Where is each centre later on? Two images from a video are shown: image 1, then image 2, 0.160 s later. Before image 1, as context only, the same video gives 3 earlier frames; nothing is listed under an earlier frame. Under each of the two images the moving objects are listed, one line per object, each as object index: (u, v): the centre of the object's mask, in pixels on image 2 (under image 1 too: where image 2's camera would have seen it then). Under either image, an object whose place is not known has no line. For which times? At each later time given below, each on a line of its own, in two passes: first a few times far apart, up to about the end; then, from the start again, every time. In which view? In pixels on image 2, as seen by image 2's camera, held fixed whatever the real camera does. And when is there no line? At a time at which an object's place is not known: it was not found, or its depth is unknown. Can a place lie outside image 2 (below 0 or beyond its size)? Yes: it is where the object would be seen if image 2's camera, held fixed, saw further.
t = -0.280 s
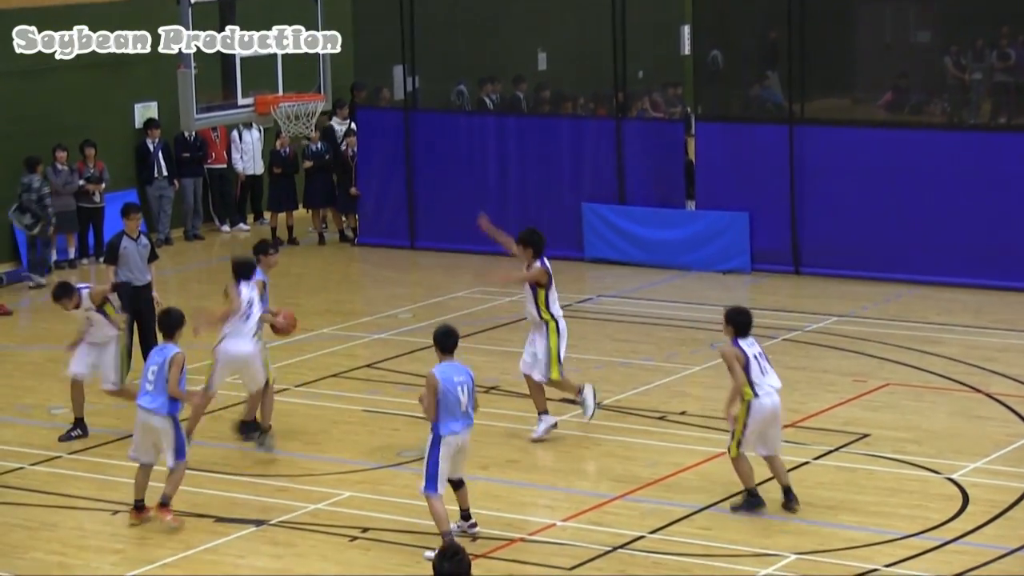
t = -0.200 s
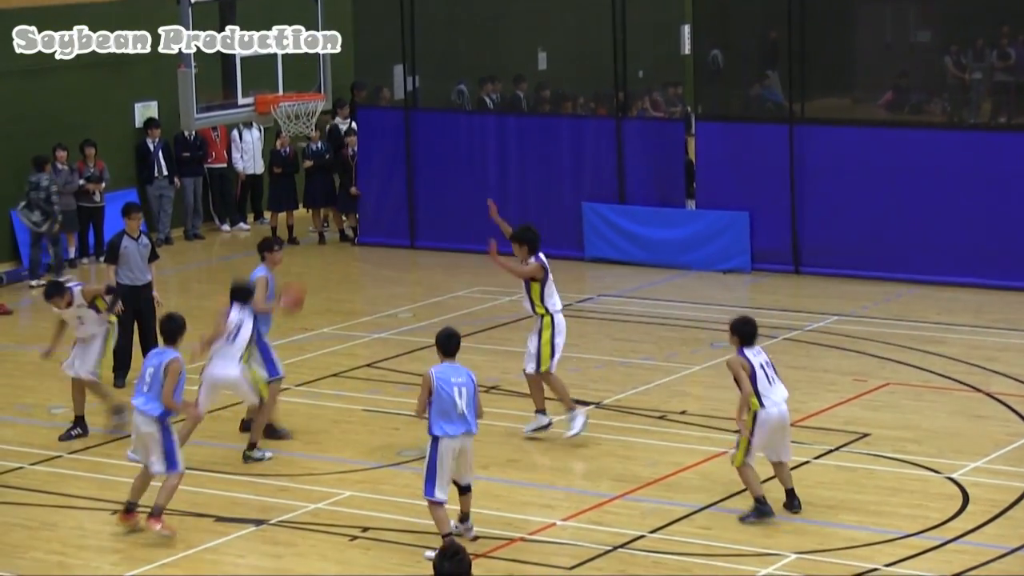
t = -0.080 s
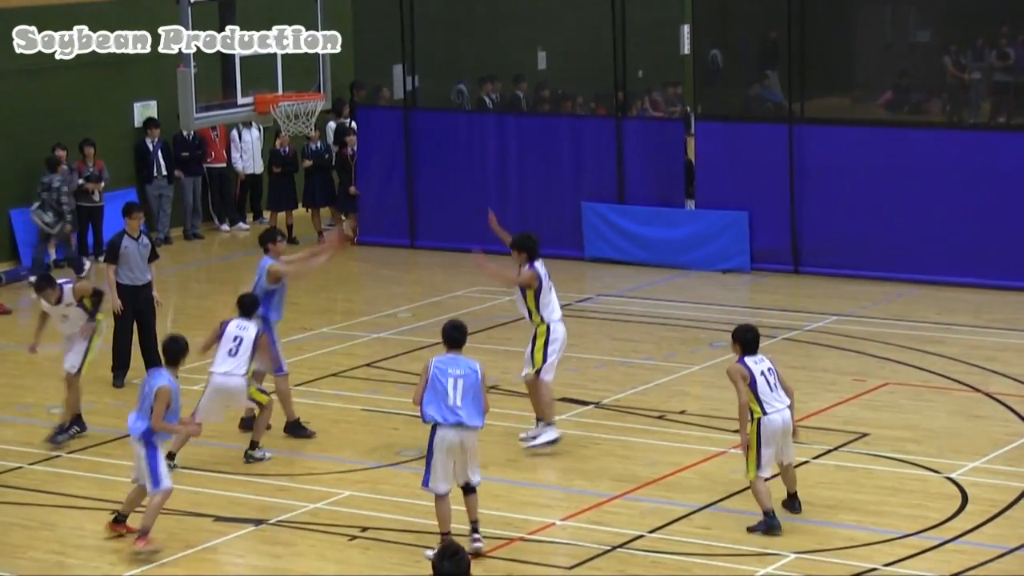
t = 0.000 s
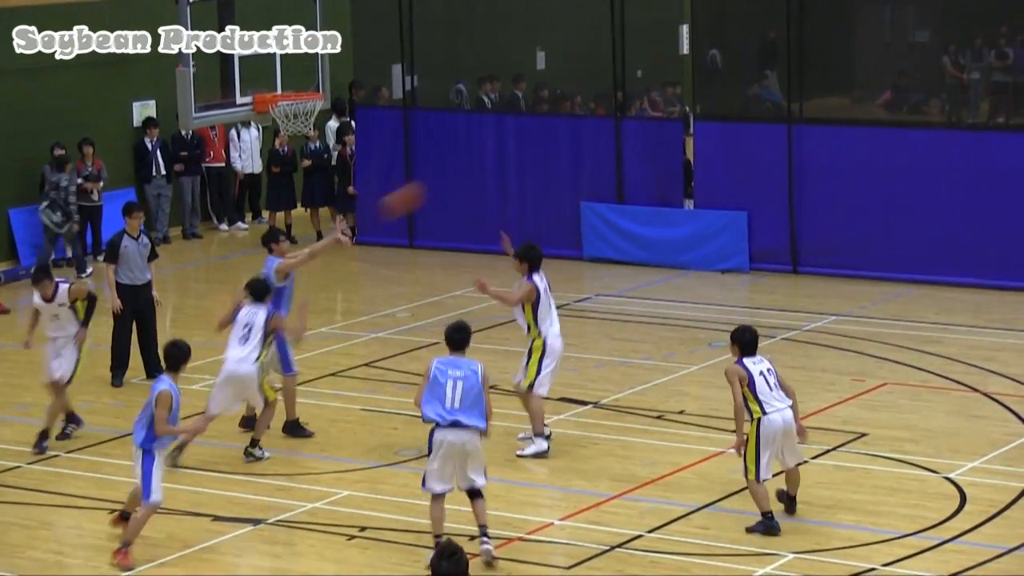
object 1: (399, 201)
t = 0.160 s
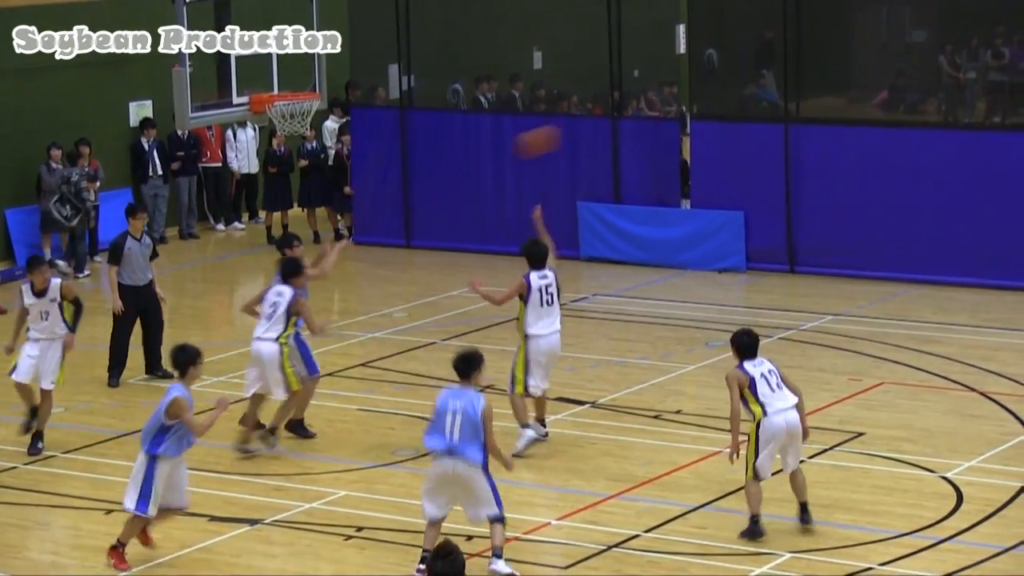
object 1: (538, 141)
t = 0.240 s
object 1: (607, 123)
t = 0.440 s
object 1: (780, 107)
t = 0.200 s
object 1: (573, 131)
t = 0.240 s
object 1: (607, 123)
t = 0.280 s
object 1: (642, 116)
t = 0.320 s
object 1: (677, 110)
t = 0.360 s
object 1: (712, 108)
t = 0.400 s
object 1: (744, 107)
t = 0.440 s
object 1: (780, 107)
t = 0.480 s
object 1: (814, 108)
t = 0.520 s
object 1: (849, 111)
